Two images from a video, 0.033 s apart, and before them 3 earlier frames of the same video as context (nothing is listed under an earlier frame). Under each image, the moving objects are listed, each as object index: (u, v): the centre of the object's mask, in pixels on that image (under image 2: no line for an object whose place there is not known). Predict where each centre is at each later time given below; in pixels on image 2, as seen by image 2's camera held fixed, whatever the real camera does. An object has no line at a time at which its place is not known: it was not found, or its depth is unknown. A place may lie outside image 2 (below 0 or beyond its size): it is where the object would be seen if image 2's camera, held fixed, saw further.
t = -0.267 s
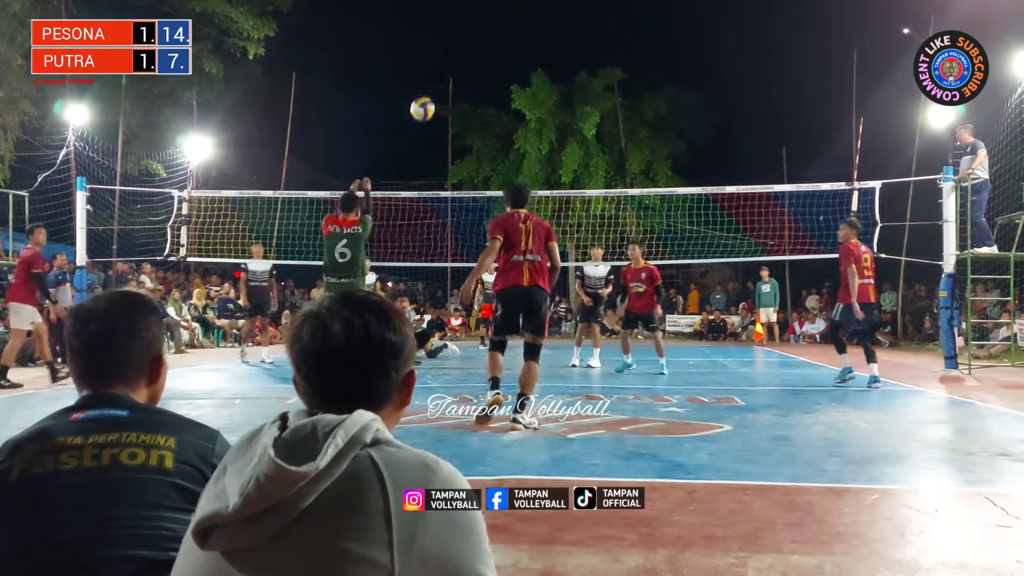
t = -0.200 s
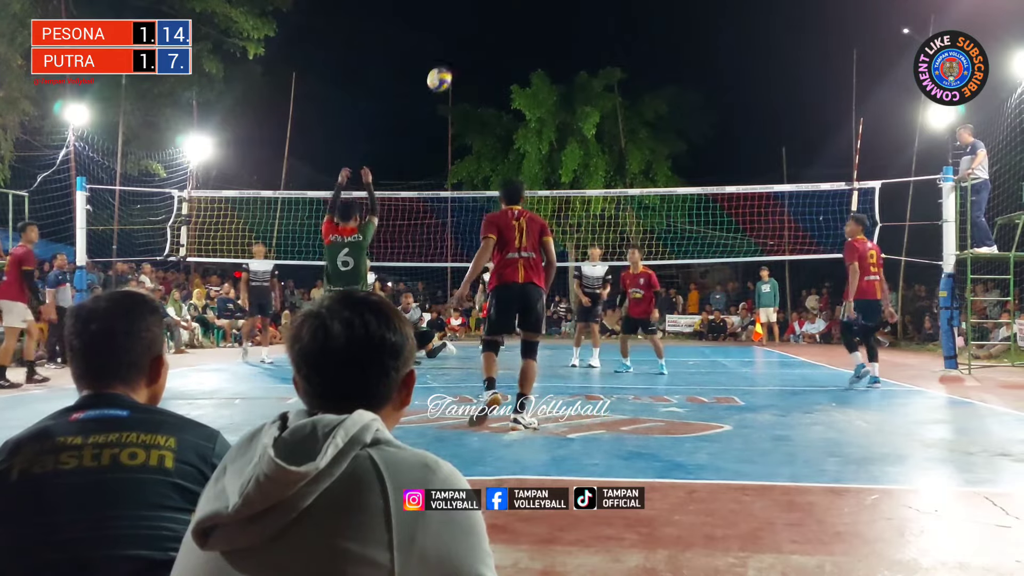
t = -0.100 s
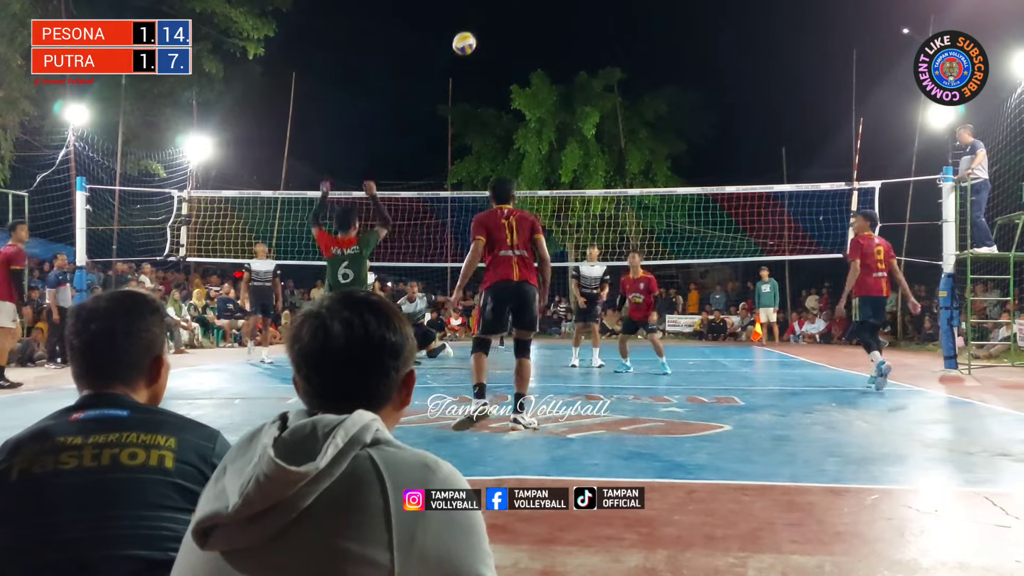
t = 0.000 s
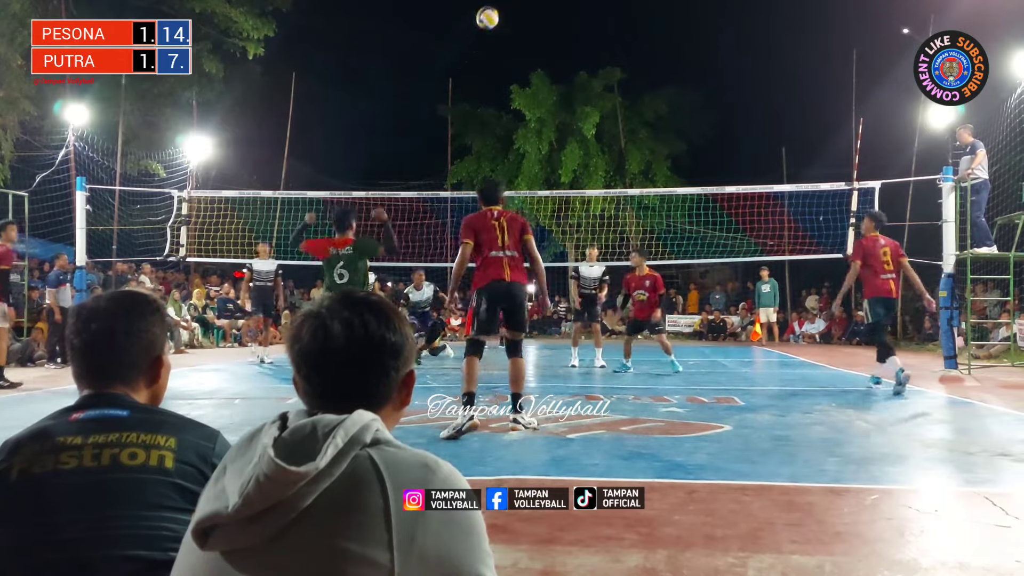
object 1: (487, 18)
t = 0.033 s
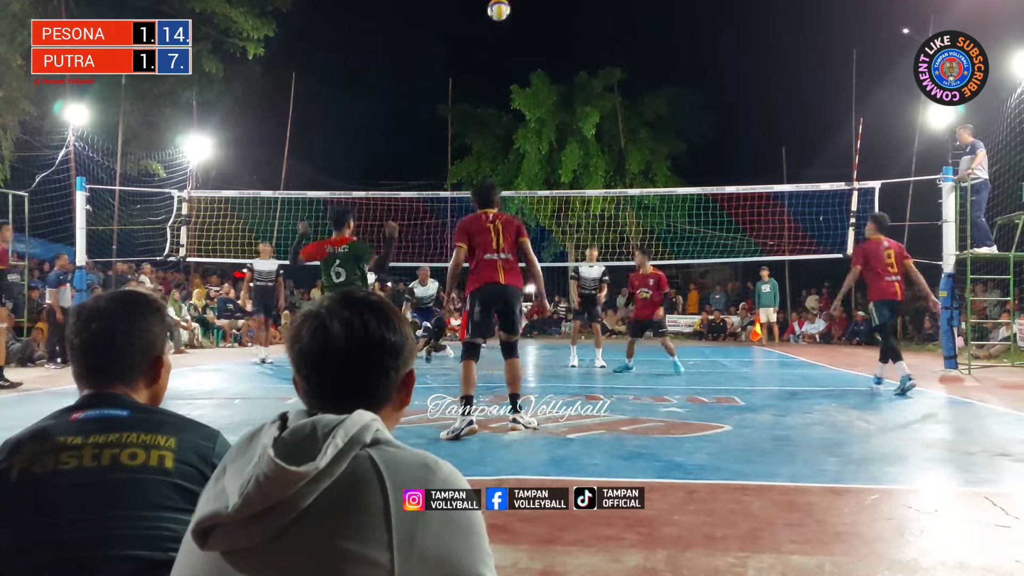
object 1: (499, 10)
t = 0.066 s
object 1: (506, 7)
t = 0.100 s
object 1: (510, 7)
